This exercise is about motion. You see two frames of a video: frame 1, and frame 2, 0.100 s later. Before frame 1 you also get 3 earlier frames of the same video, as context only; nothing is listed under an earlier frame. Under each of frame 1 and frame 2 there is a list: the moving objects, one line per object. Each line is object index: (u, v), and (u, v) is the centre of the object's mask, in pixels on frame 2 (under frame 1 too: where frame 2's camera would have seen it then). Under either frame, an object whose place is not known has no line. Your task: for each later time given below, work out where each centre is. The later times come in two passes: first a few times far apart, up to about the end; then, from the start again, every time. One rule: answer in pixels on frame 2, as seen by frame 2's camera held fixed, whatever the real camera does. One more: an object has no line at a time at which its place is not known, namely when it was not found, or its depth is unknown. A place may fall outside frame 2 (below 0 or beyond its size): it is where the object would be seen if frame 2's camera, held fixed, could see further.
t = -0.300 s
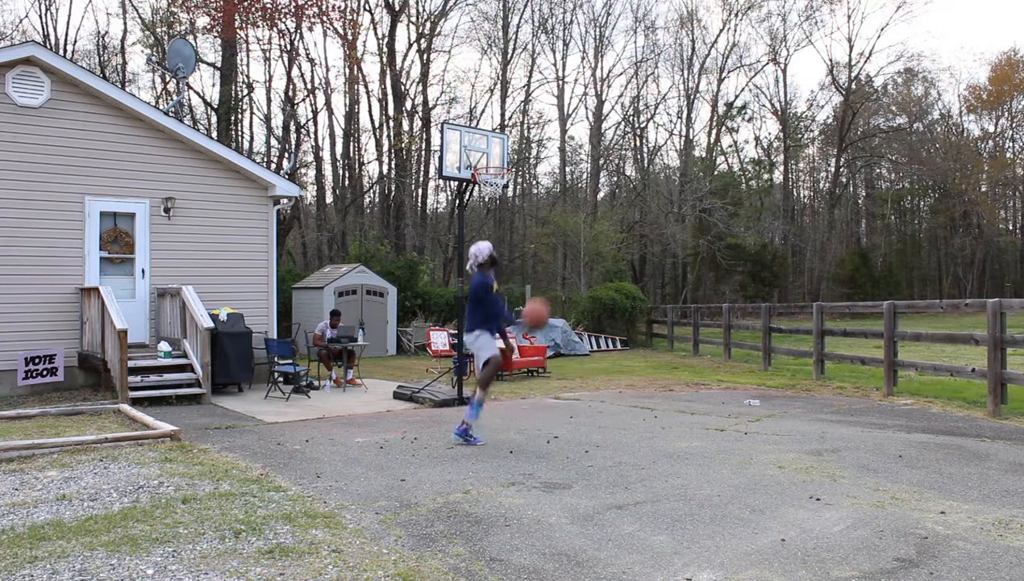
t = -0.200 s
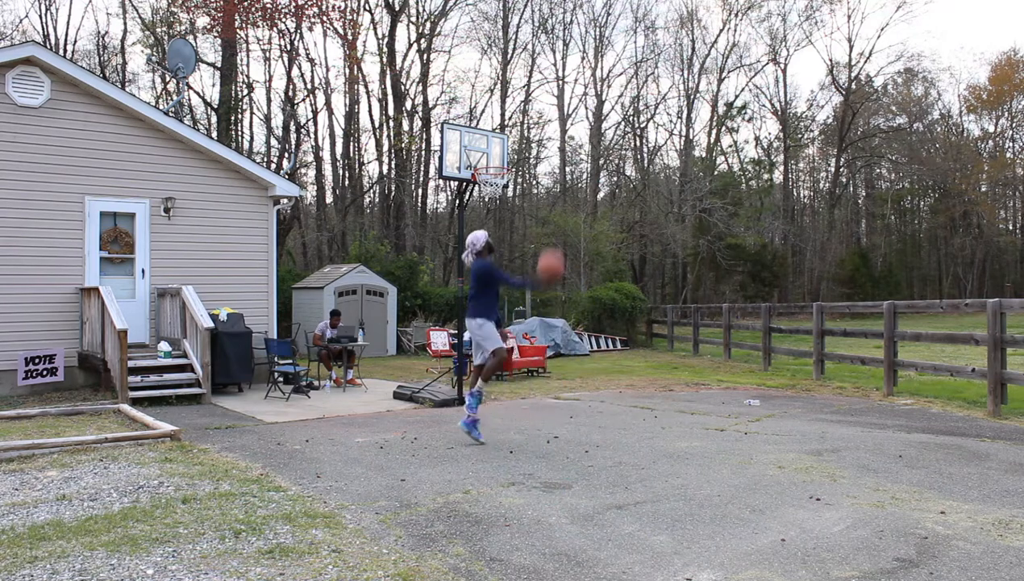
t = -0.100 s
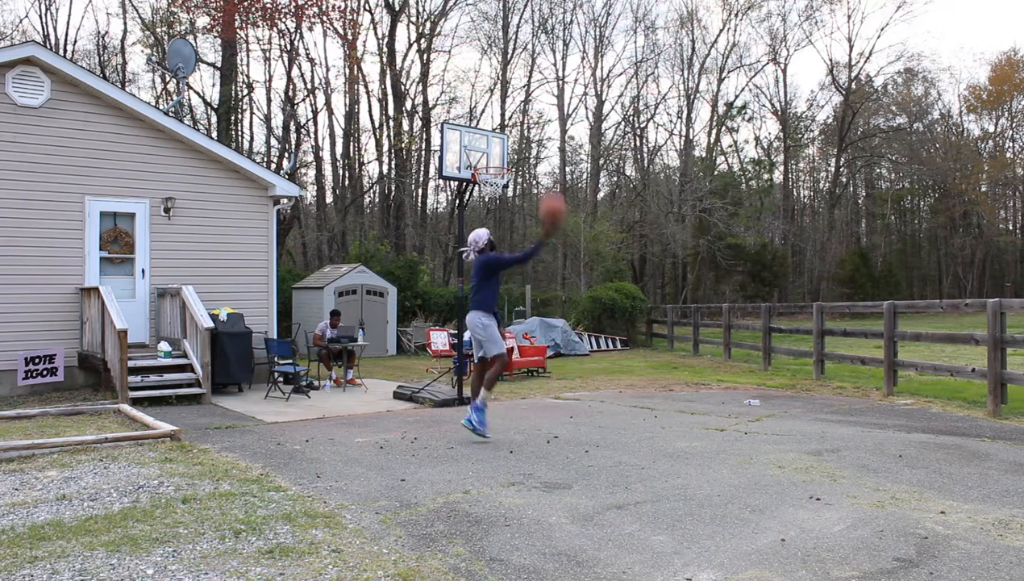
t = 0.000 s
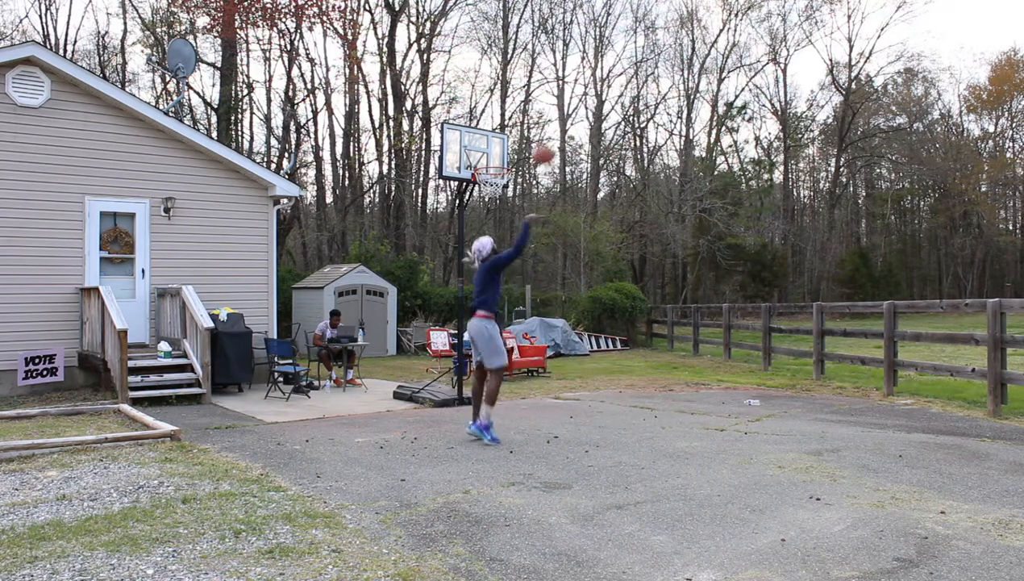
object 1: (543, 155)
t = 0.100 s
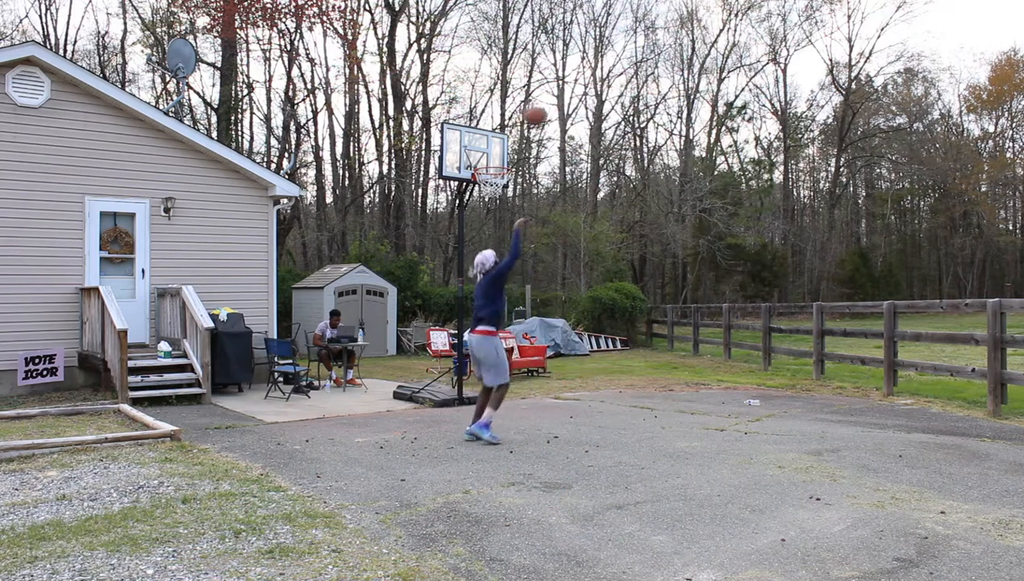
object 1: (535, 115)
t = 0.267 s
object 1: (522, 75)
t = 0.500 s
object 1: (506, 68)
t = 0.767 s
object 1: (490, 116)
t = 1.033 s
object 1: (475, 214)
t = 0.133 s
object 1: (531, 105)
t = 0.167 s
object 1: (530, 96)
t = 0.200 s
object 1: (527, 88)
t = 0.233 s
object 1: (524, 81)
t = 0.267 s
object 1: (522, 75)
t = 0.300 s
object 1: (520, 71)
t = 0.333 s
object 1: (517, 68)
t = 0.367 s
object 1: (515, 66)
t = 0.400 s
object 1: (513, 65)
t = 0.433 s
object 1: (511, 65)
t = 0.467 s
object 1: (509, 66)
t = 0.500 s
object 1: (506, 68)
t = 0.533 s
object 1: (504, 70)
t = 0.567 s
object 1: (502, 74)
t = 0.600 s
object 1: (500, 79)
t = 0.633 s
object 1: (497, 85)
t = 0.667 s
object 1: (497, 91)
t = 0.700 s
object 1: (494, 98)
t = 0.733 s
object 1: (493, 106)
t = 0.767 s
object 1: (490, 116)
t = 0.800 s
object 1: (488, 125)
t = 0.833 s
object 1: (487, 136)
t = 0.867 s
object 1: (485, 147)
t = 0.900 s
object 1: (483, 160)
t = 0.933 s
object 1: (482, 172)
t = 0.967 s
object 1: (479, 183)
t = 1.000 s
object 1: (477, 202)
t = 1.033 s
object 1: (475, 214)
